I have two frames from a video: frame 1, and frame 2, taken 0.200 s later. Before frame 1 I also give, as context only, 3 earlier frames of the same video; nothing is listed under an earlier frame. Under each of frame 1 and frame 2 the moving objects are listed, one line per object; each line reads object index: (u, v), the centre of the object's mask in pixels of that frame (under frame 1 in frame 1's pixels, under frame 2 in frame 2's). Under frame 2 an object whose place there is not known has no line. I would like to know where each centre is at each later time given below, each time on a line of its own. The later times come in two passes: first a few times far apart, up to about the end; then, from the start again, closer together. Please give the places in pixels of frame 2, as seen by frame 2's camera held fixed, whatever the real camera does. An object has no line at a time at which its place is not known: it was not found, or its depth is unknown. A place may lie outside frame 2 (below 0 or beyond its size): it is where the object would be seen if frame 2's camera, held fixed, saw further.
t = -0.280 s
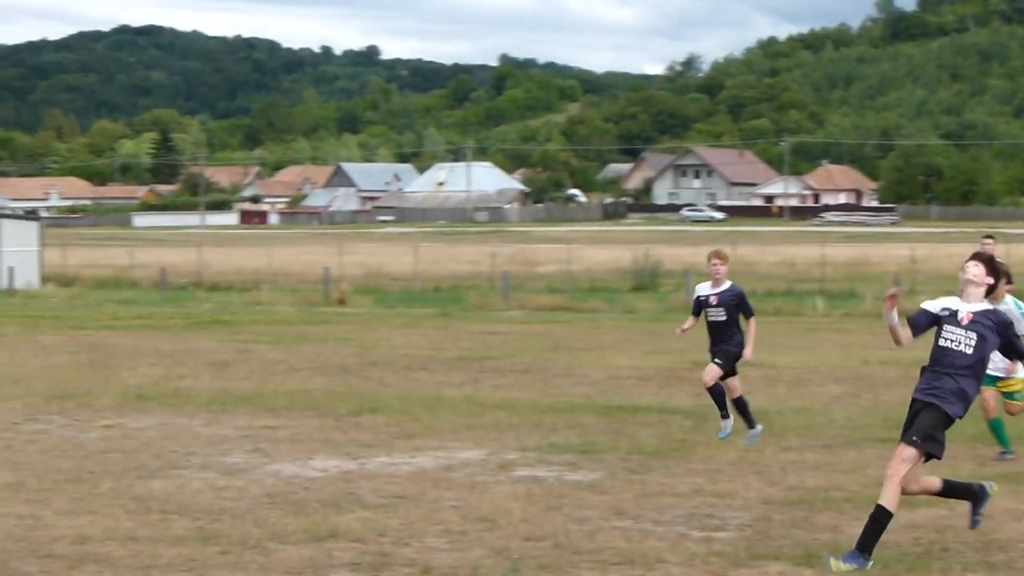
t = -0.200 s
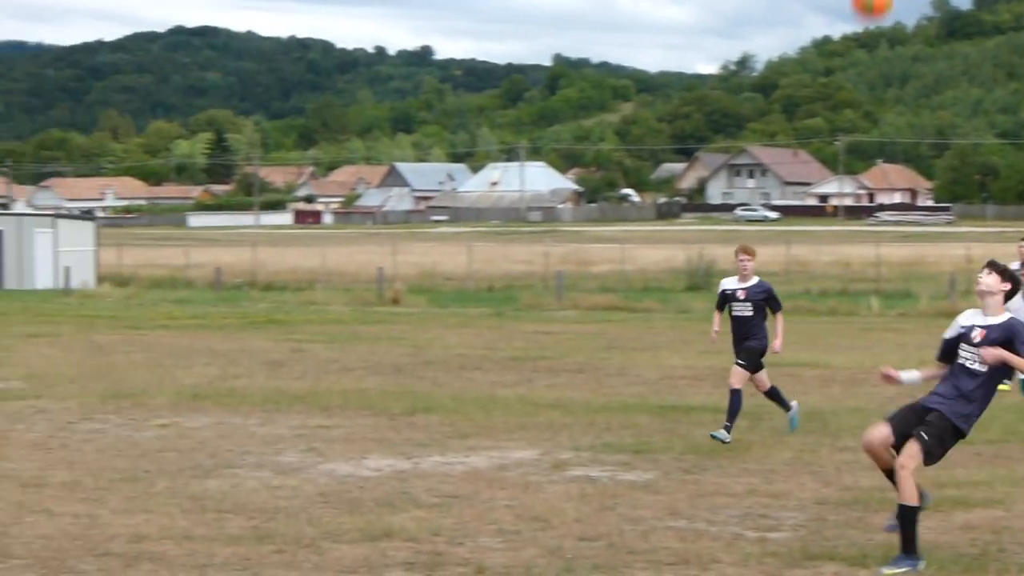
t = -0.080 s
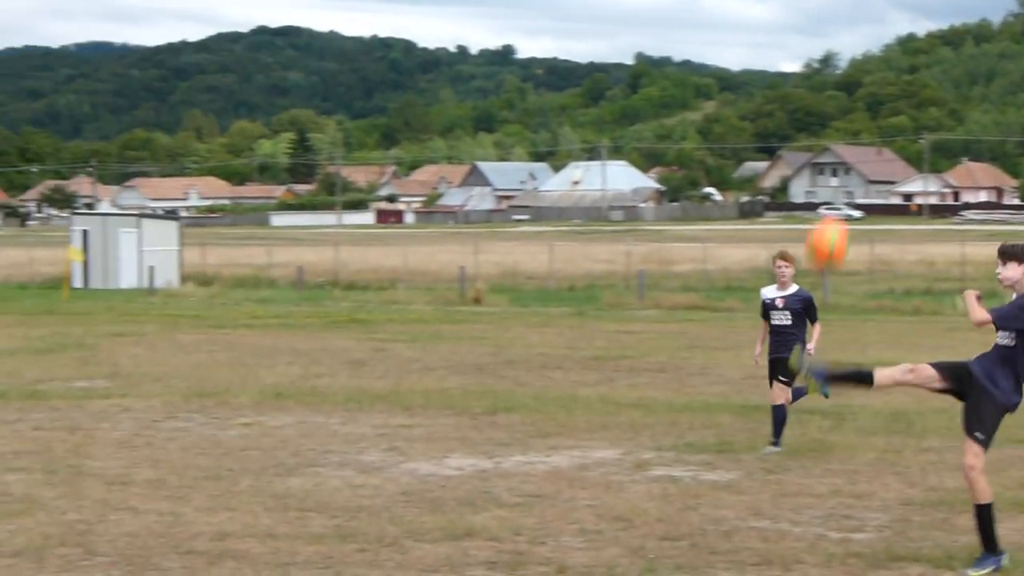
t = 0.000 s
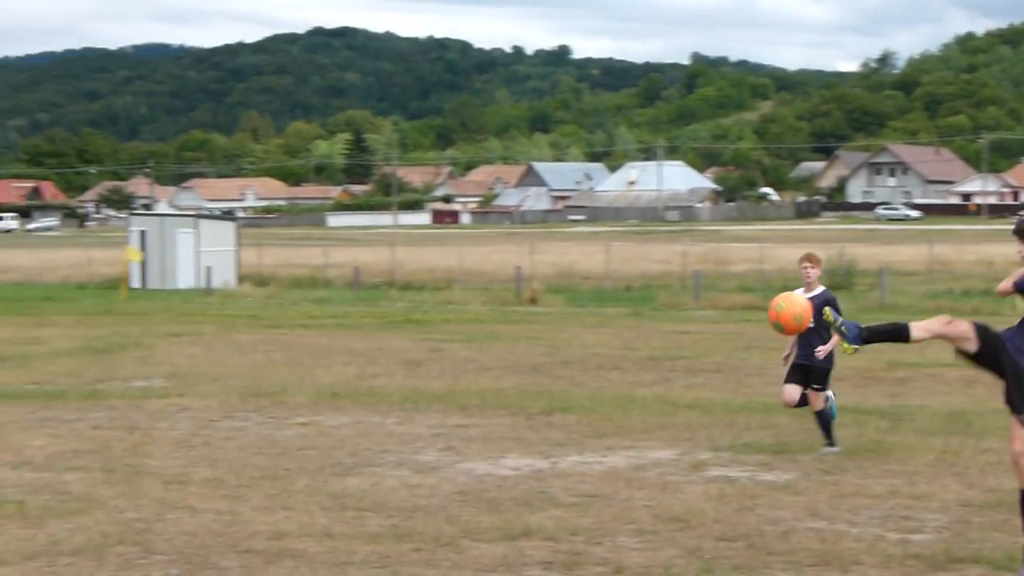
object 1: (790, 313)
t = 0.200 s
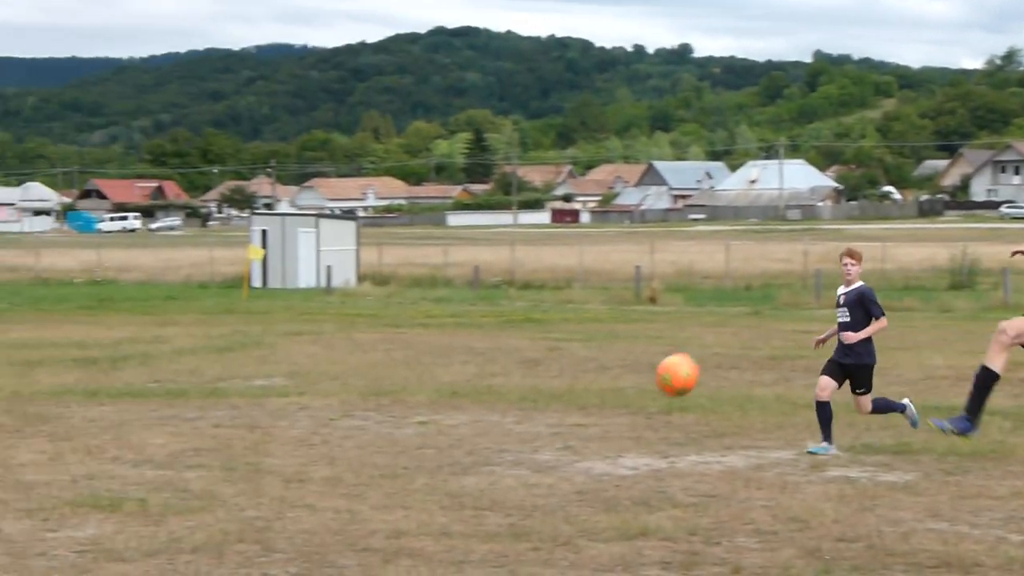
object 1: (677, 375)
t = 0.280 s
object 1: (593, 419)
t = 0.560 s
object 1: (358, 452)
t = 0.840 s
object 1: (198, 387)
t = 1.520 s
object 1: (-101, 396)
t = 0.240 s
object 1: (635, 395)
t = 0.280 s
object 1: (593, 419)
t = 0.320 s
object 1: (551, 446)
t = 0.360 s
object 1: (511, 475)
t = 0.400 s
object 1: (472, 506)
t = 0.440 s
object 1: (436, 526)
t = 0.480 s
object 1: (410, 498)
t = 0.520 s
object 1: (383, 473)
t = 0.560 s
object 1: (358, 452)
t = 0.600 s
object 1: (334, 433)
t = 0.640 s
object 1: (309, 418)
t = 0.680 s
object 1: (286, 407)
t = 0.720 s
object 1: (263, 397)
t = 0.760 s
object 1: (240, 391)
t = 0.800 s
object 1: (219, 388)
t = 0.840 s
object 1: (198, 387)
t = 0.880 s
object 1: (176, 389)
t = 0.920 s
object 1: (156, 394)
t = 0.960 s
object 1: (136, 401)
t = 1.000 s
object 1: (116, 411)
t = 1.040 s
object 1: (95, 423)
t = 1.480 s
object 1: (-86, 398)
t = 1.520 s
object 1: (-101, 396)
